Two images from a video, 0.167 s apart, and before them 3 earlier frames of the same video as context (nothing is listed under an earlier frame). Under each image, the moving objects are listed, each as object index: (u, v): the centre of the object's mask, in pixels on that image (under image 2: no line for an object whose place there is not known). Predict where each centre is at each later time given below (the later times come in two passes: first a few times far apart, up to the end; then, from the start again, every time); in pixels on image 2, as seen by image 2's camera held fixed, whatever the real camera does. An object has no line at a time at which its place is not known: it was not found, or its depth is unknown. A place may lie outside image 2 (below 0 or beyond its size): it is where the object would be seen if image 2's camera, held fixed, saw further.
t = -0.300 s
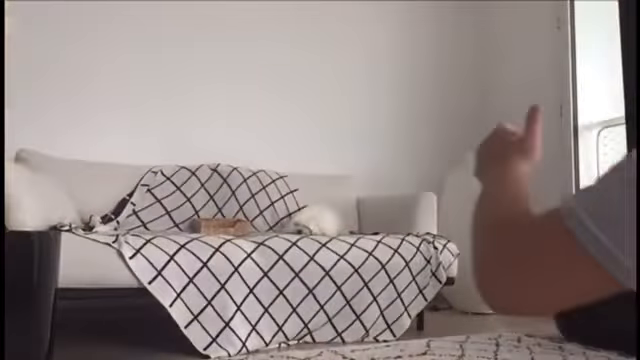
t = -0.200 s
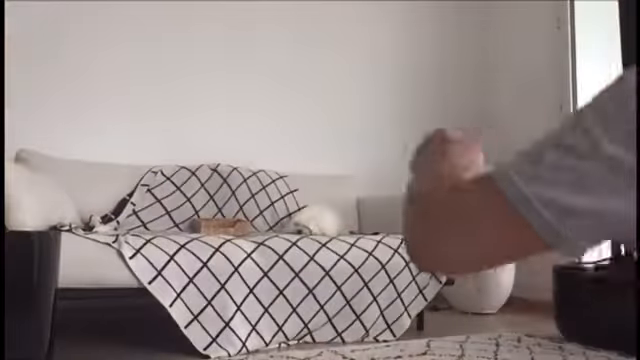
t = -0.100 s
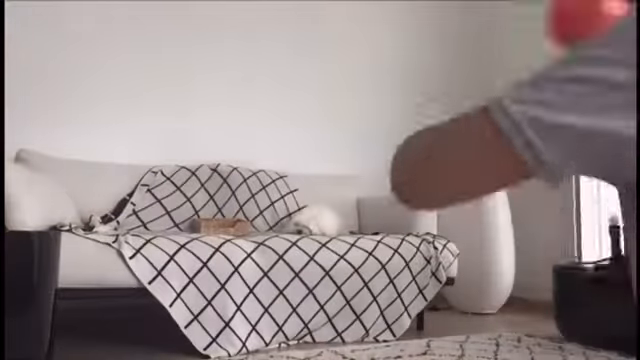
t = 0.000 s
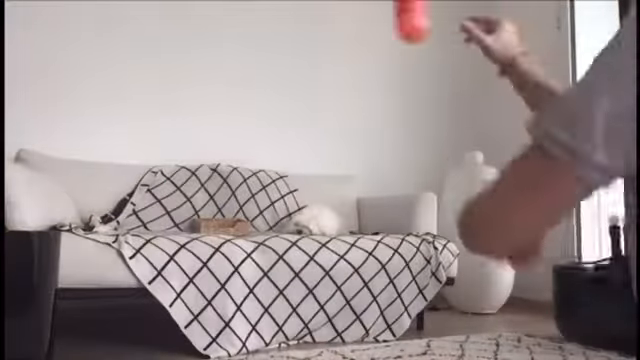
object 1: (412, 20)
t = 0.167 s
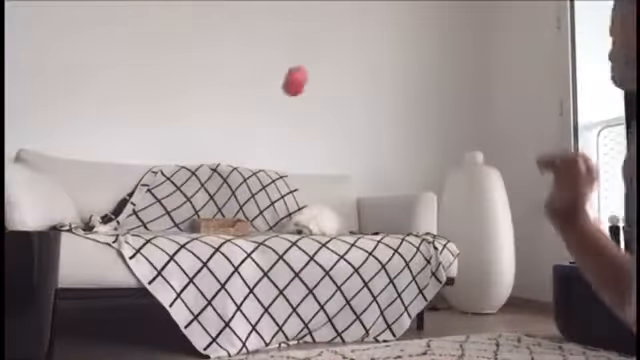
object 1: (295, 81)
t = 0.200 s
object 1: (280, 96)
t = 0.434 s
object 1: (212, 193)
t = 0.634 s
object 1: (158, 223)
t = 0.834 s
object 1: (108, 215)
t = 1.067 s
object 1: (63, 214)
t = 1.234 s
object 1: (41, 224)
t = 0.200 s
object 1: (280, 96)
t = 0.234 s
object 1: (268, 111)
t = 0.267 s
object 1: (257, 127)
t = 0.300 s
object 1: (247, 145)
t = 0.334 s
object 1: (237, 161)
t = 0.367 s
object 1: (230, 180)
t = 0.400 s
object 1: (220, 193)
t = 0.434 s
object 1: (212, 193)
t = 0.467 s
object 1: (203, 193)
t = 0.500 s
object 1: (195, 195)
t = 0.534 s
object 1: (186, 199)
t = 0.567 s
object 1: (177, 204)
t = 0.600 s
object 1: (167, 213)
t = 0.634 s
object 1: (158, 223)
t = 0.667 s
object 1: (150, 223)
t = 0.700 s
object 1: (141, 220)
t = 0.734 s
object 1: (131, 219)
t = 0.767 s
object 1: (123, 219)
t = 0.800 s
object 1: (116, 218)
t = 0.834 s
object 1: (108, 215)
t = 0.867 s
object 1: (101, 213)
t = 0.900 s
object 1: (97, 213)
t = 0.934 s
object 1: (90, 214)
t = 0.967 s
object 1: (82, 215)
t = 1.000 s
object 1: (74, 218)
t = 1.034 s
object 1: (69, 217)
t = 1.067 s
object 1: (63, 214)
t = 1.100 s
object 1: (56, 213)
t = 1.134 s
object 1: (49, 214)
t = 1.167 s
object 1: (42, 218)
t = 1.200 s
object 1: (40, 221)
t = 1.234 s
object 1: (41, 224)
